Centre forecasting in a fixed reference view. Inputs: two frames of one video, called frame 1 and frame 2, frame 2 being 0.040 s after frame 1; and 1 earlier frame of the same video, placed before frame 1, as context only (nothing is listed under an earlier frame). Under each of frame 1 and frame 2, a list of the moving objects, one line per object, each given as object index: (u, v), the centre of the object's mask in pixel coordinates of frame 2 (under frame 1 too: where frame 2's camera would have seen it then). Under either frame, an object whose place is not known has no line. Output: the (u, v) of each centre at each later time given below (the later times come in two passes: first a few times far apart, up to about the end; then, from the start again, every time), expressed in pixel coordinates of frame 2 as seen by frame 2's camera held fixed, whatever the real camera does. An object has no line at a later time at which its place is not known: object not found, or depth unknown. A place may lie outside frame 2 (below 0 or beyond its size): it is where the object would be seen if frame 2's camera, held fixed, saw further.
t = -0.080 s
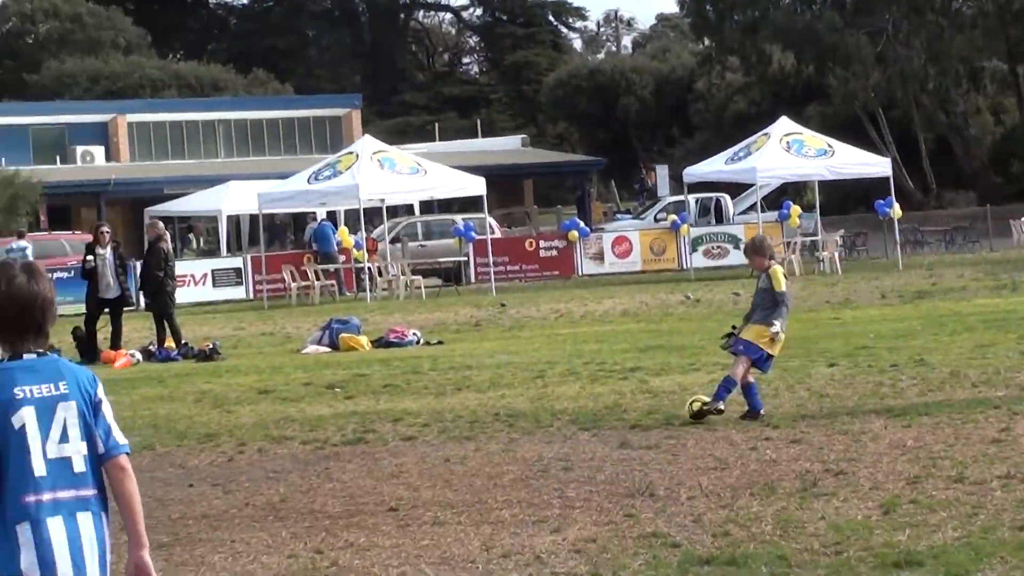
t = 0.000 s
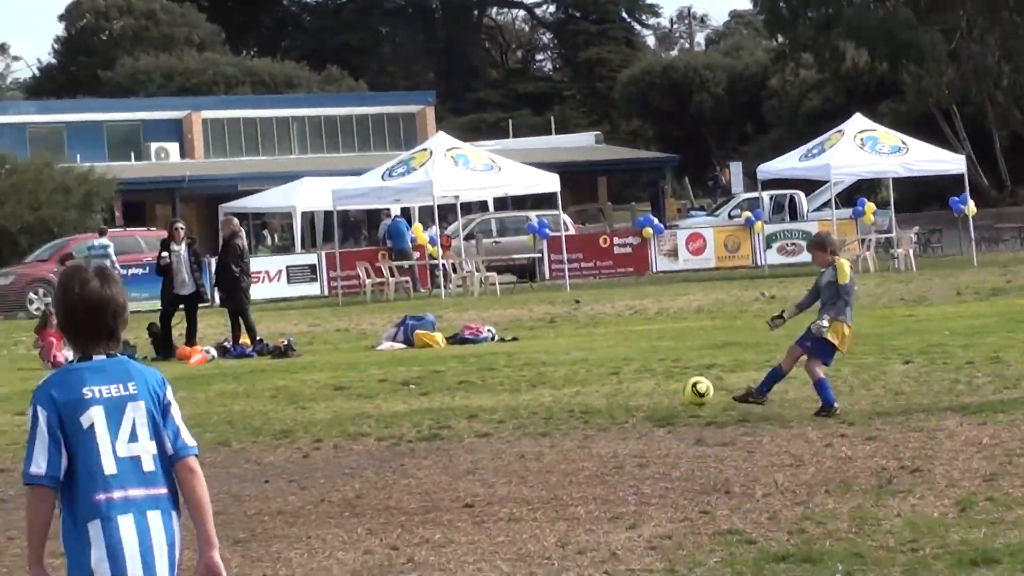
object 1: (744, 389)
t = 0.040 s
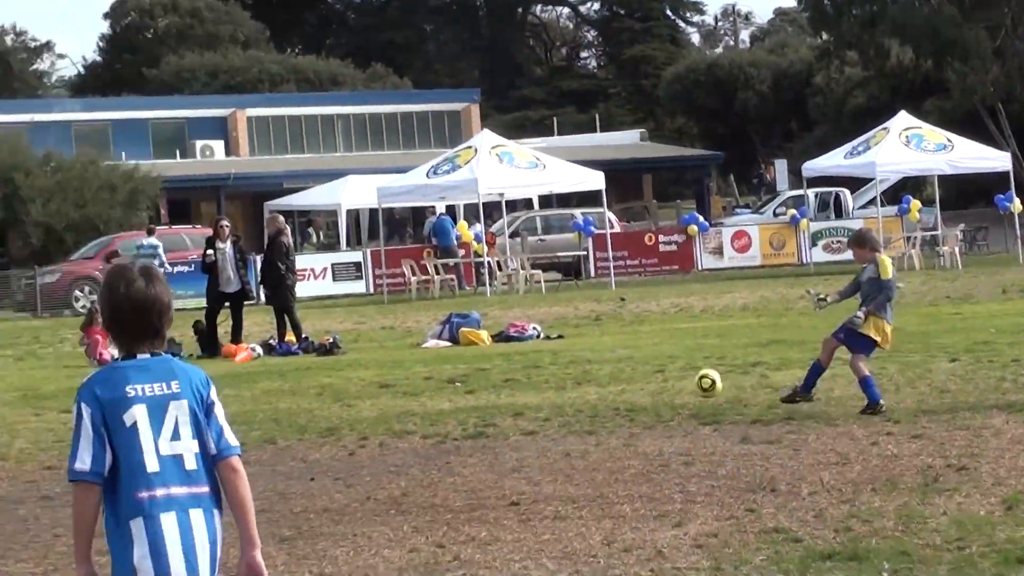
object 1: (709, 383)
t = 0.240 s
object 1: (554, 395)
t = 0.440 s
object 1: (446, 389)
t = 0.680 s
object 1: (339, 391)
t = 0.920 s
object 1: (250, 395)
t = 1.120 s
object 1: (182, 391)
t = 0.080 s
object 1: (674, 379)
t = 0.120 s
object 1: (642, 381)
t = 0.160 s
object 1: (610, 382)
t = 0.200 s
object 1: (581, 387)
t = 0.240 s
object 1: (554, 395)
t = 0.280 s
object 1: (530, 393)
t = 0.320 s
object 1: (508, 392)
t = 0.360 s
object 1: (486, 393)
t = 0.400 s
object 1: (467, 393)
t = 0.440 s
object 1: (446, 389)
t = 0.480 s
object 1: (427, 388)
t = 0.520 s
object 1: (408, 389)
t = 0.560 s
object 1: (390, 393)
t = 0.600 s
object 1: (373, 393)
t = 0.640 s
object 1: (356, 390)
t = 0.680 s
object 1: (339, 391)
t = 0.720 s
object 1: (323, 394)
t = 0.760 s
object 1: (308, 394)
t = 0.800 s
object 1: (292, 394)
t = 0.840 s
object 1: (277, 395)
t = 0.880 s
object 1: (264, 395)
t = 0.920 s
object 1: (250, 395)
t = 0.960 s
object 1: (236, 395)
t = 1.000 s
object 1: (221, 393)
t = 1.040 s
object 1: (207, 394)
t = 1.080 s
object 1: (193, 395)
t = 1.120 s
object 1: (182, 391)
